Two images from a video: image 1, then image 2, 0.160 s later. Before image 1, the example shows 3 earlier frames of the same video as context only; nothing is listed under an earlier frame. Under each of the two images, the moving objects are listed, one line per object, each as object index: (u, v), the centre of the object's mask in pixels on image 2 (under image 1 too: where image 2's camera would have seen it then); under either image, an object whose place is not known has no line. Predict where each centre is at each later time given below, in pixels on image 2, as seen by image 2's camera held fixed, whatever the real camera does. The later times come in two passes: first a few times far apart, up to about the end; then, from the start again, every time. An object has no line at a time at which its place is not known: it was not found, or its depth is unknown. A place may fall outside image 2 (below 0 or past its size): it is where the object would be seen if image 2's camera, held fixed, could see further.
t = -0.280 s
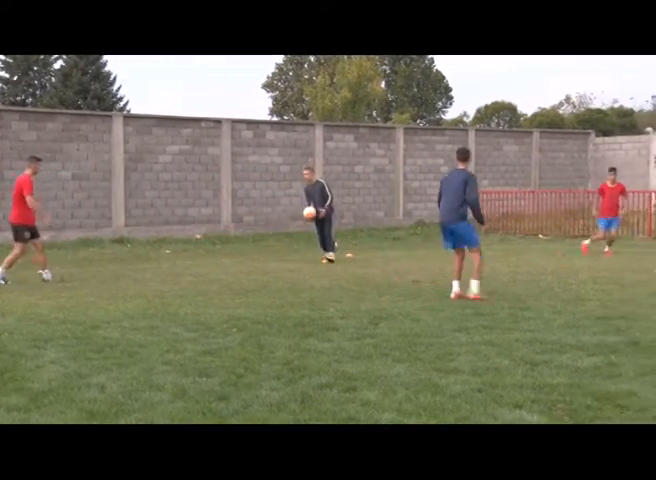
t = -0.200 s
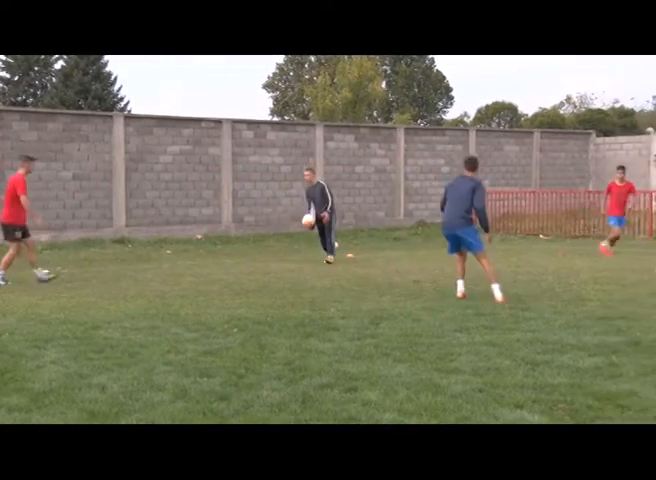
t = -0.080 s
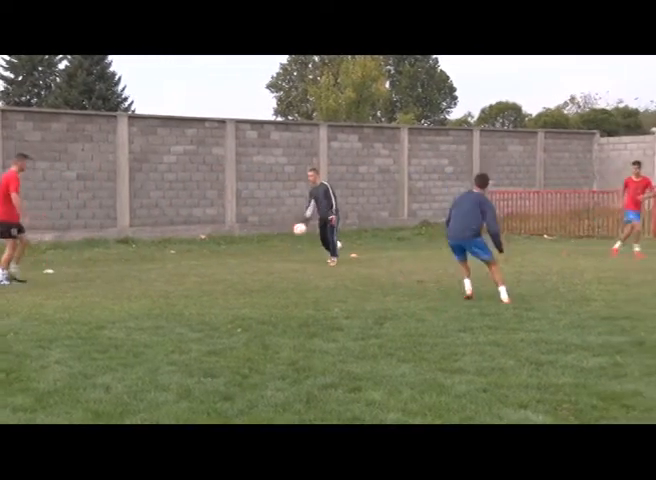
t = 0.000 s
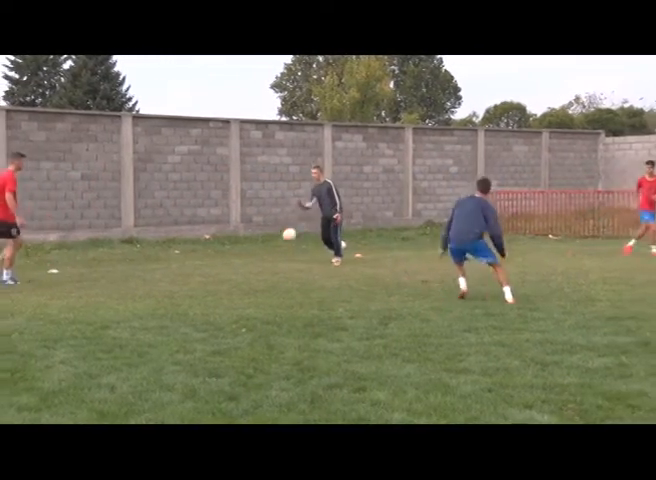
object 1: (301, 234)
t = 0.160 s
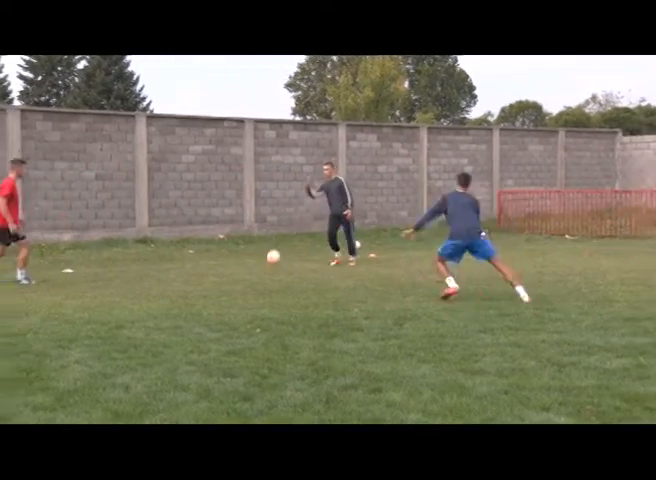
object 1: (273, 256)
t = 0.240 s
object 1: (259, 258)
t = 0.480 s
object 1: (220, 251)
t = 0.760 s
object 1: (169, 268)
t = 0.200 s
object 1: (265, 262)
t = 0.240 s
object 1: (259, 258)
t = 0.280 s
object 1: (253, 255)
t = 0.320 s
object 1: (247, 252)
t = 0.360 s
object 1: (240, 251)
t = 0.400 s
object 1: (233, 250)
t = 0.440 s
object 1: (226, 250)
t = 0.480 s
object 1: (220, 251)
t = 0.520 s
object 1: (213, 254)
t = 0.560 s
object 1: (207, 257)
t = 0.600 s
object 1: (200, 261)
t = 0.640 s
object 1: (193, 267)
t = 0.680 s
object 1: (185, 269)
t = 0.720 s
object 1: (177, 269)
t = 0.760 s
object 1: (169, 268)
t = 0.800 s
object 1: (161, 269)
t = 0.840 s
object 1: (153, 271)
